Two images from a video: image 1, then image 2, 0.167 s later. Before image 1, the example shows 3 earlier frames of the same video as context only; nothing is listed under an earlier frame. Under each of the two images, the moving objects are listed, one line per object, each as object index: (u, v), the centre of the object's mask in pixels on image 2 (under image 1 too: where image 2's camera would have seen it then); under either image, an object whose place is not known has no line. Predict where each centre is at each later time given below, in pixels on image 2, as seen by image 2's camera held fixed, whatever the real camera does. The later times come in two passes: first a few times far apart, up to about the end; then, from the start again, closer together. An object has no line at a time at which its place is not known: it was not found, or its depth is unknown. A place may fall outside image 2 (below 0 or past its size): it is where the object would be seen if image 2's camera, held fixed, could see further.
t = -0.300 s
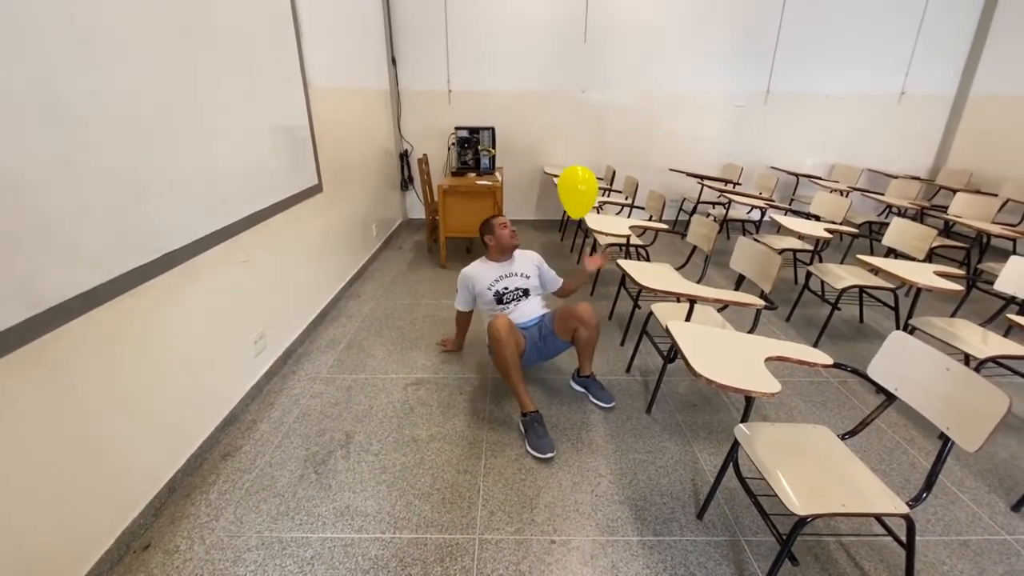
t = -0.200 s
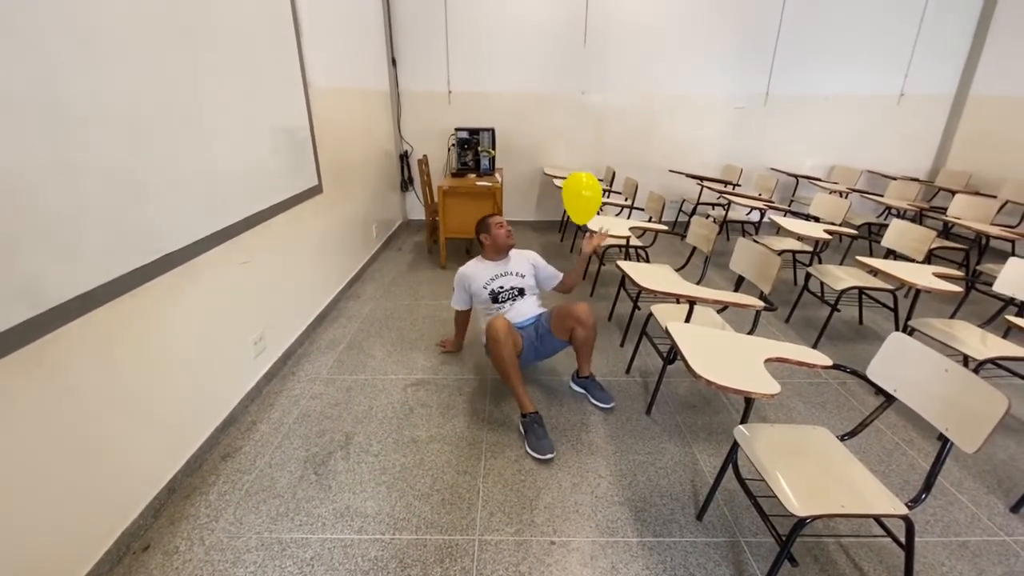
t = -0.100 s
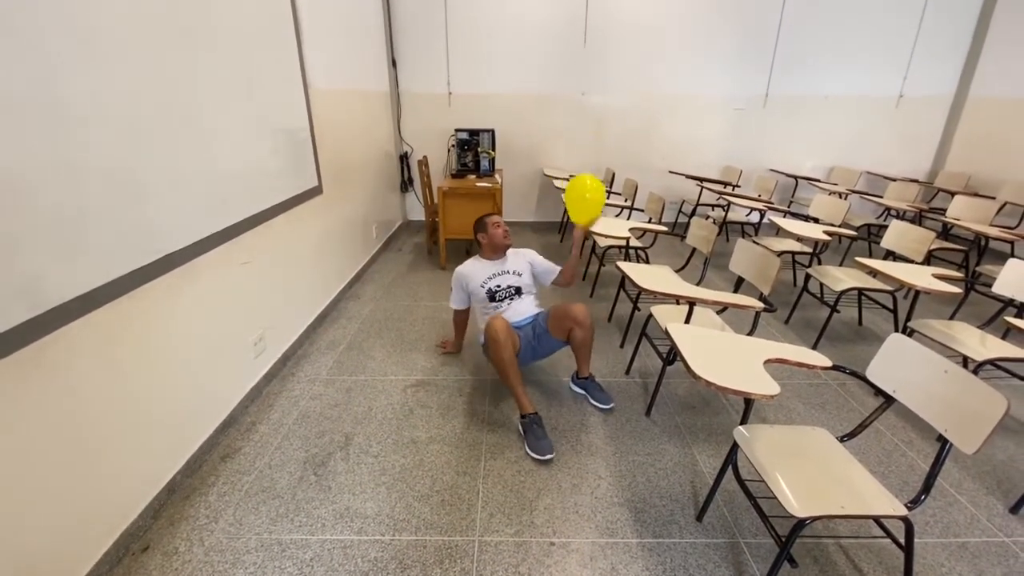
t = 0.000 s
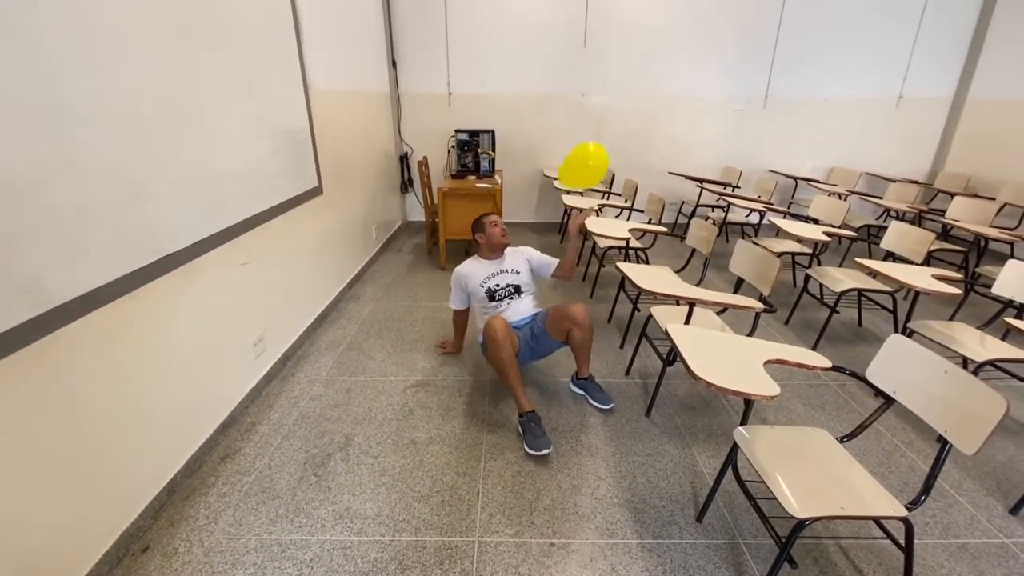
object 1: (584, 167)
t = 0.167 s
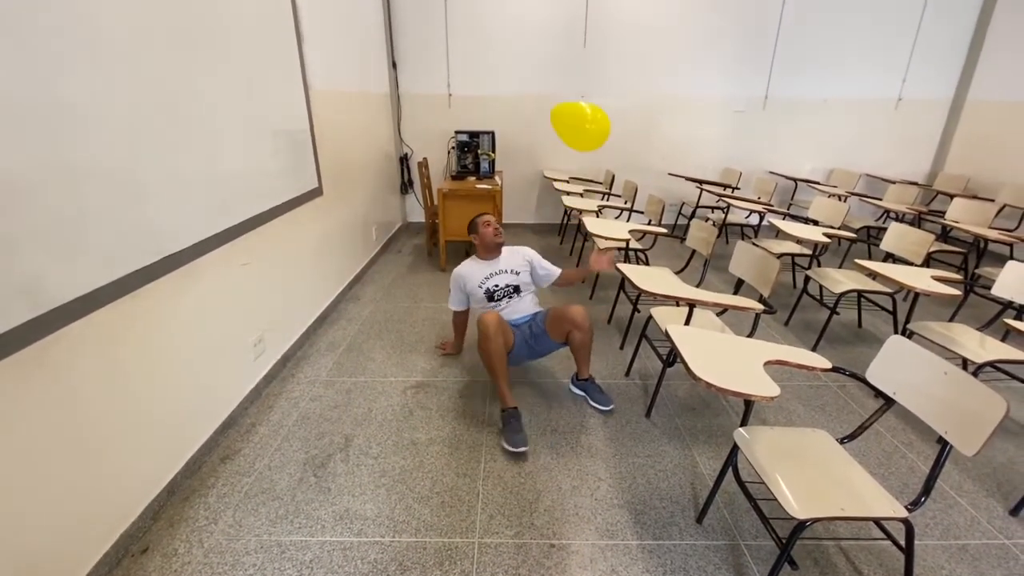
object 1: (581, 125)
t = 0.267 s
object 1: (577, 106)
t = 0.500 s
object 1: (568, 82)
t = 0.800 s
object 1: (557, 91)
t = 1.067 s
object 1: (551, 129)
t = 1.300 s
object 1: (548, 175)
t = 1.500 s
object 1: (546, 218)
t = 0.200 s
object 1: (579, 118)
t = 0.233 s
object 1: (578, 112)
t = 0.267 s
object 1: (577, 106)
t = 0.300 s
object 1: (576, 101)
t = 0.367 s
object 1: (573, 92)
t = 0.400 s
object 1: (572, 89)
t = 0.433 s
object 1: (571, 86)
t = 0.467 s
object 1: (570, 83)
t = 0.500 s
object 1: (568, 82)
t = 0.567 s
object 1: (565, 80)
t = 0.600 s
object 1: (564, 80)
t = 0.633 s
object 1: (563, 81)
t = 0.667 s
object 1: (562, 82)
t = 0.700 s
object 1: (560, 84)
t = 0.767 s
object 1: (558, 89)
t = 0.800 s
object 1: (557, 91)
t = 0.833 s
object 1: (557, 95)
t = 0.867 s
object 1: (556, 99)
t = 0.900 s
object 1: (555, 103)
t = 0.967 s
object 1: (553, 112)
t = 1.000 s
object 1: (553, 118)
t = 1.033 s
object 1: (552, 123)
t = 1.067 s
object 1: (551, 129)
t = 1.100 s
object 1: (551, 135)
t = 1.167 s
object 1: (550, 148)
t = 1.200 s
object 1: (550, 155)
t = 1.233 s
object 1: (549, 161)
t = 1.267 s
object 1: (549, 168)
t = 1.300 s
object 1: (548, 175)
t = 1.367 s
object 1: (547, 189)
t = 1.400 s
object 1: (547, 196)
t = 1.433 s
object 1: (547, 203)
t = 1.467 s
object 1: (546, 211)
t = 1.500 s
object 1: (546, 218)
